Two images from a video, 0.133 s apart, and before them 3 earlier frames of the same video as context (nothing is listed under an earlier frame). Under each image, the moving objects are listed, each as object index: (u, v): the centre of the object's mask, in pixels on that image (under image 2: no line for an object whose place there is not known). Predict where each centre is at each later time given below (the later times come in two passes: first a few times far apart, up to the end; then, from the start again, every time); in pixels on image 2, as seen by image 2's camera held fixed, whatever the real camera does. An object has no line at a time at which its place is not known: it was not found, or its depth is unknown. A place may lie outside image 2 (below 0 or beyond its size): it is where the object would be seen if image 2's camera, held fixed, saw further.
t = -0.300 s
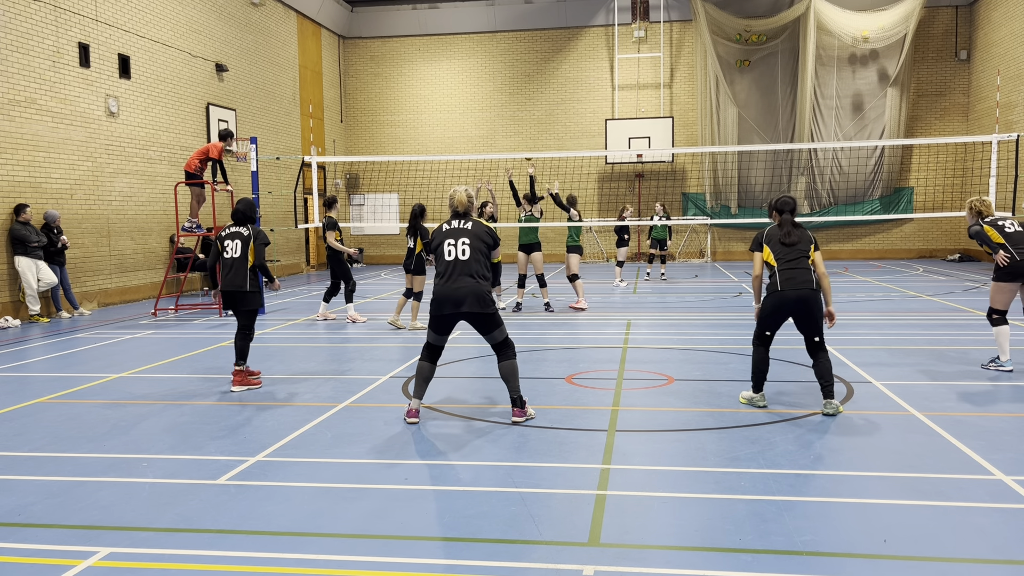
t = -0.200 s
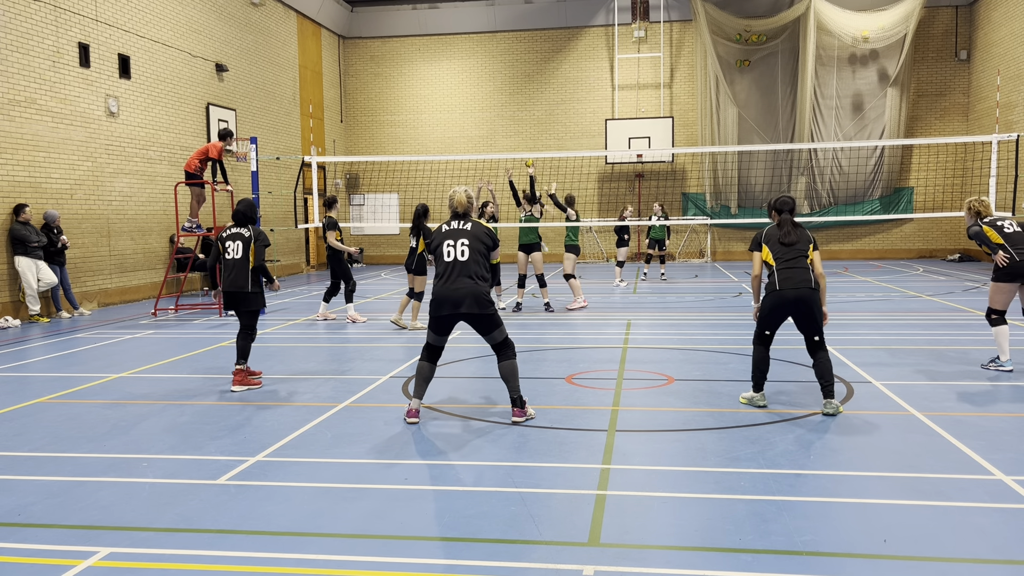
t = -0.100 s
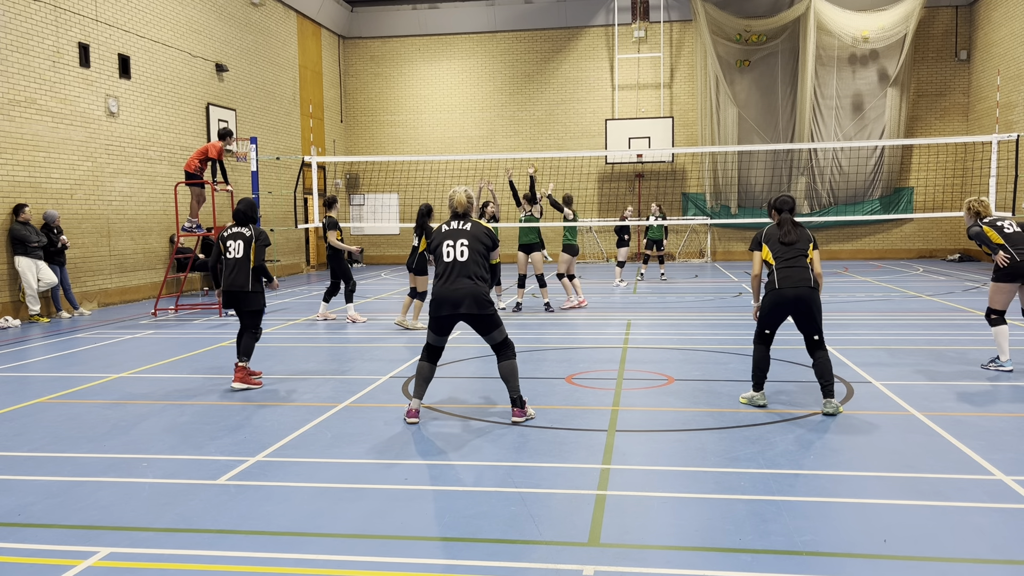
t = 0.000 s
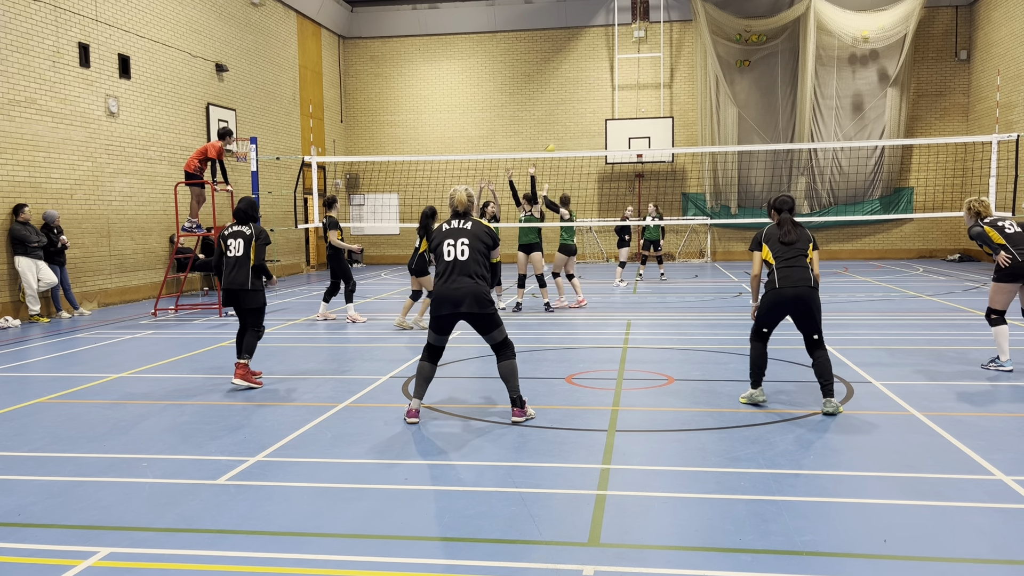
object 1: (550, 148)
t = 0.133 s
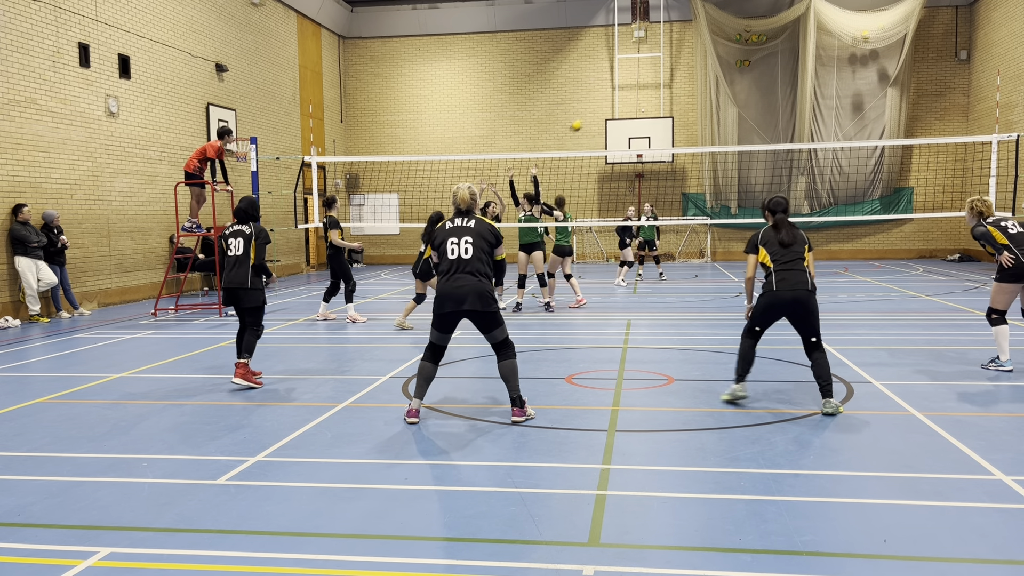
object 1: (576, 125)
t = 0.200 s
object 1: (592, 114)
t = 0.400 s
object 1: (651, 87)
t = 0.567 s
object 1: (720, 84)
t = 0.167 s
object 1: (584, 120)
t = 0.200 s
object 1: (592, 114)
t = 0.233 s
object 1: (600, 109)
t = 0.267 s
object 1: (609, 104)
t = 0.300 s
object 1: (619, 100)
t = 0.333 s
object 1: (629, 94)
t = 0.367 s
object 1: (639, 91)
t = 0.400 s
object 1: (651, 87)
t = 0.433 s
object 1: (664, 84)
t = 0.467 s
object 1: (675, 83)
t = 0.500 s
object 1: (690, 83)
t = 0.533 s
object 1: (705, 82)
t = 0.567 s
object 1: (720, 84)
